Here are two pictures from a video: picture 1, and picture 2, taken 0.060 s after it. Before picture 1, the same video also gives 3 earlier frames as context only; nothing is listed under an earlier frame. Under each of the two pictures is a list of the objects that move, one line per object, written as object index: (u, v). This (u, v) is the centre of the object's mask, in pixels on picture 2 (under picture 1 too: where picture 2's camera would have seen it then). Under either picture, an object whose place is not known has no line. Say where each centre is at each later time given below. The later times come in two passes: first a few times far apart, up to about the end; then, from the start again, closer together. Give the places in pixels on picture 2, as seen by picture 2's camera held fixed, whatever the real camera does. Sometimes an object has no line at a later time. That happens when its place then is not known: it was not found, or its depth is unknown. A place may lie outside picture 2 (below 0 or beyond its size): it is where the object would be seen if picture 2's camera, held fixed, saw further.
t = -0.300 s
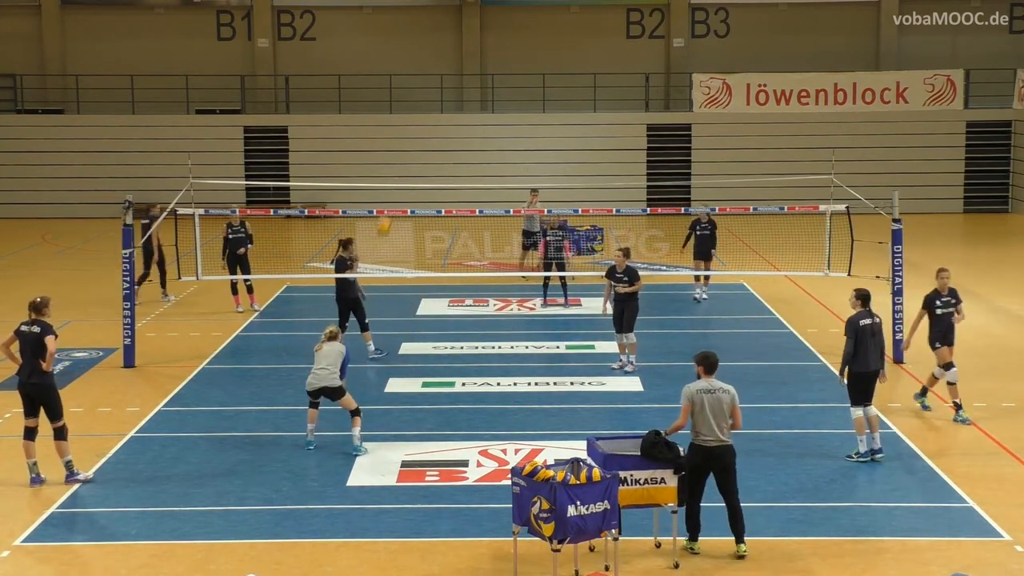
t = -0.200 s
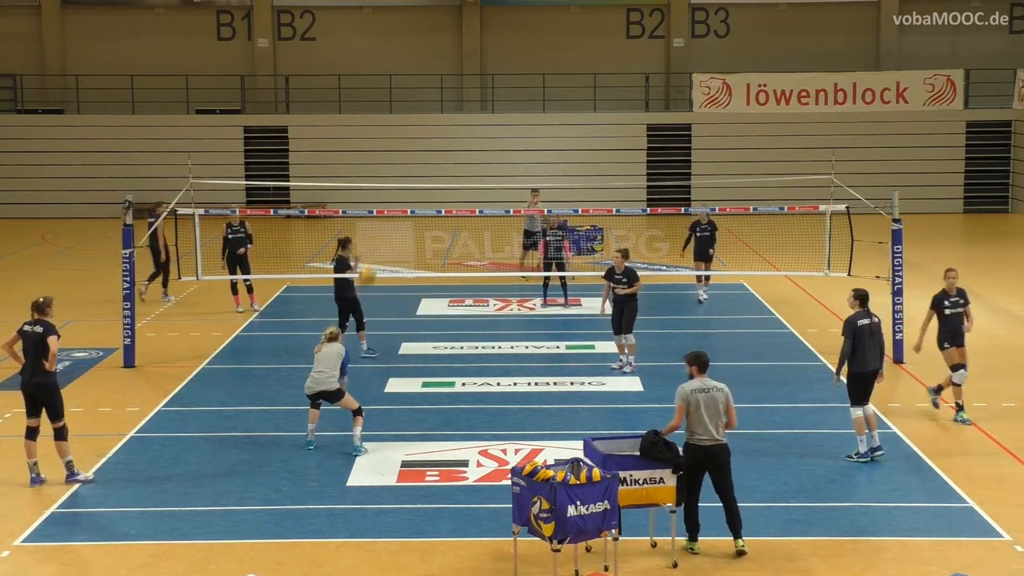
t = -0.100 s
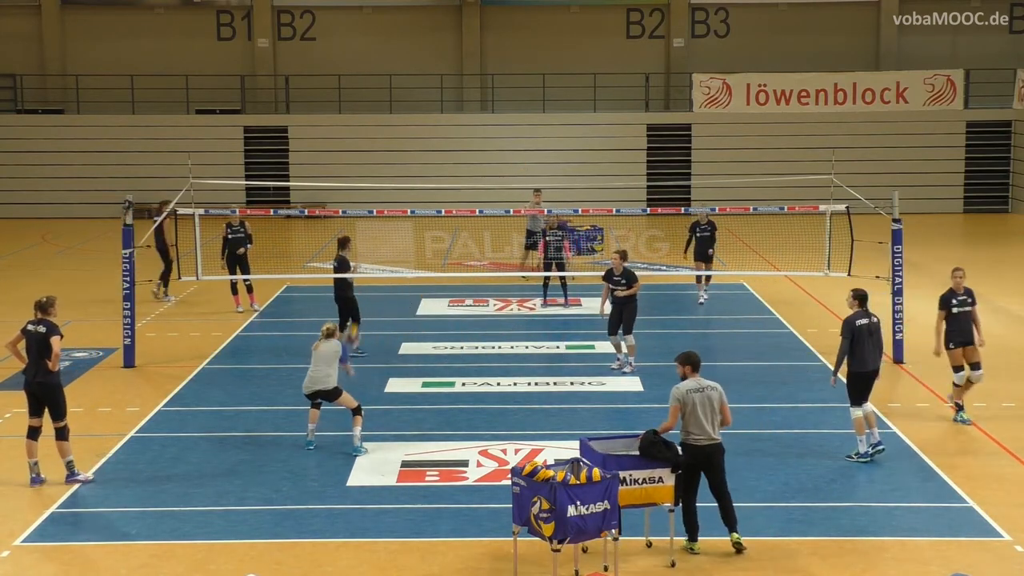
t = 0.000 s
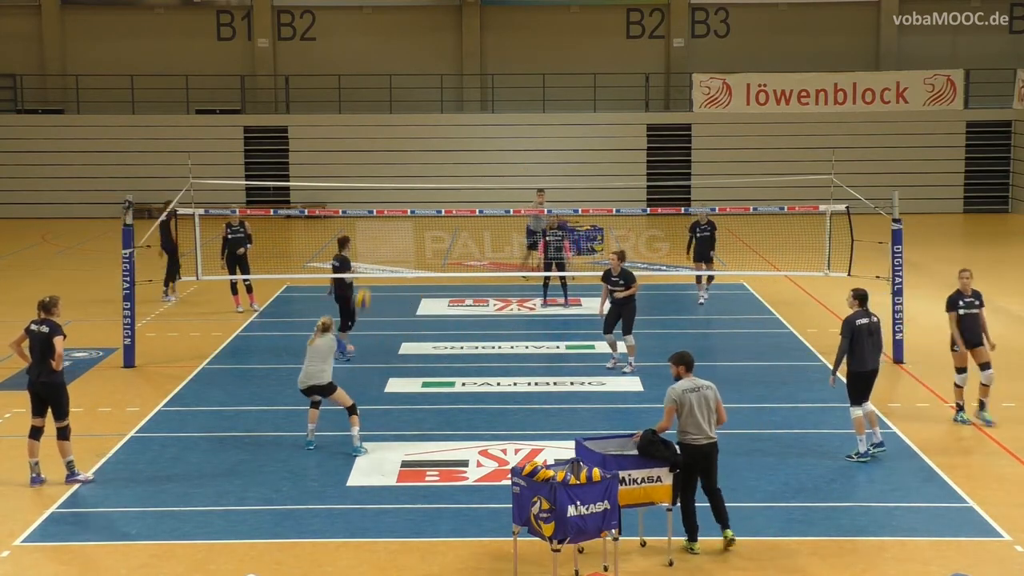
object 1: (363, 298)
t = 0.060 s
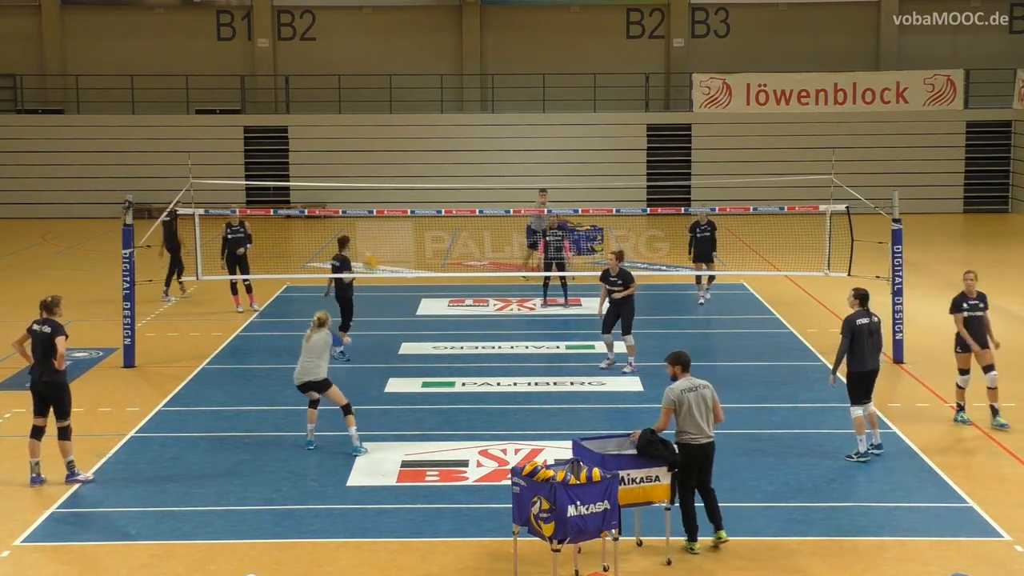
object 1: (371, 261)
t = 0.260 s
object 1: (406, 161)
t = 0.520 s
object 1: (448, 85)
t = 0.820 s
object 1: (494, 67)
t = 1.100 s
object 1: (535, 110)
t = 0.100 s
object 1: (377, 239)
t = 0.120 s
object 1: (382, 227)
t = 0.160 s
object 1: (388, 206)
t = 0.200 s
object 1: (395, 186)
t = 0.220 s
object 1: (399, 177)
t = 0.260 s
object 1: (406, 161)
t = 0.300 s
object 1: (412, 145)
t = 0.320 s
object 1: (415, 138)
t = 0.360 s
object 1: (421, 124)
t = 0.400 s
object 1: (428, 112)
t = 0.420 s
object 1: (432, 107)
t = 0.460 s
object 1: (439, 96)
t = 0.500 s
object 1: (445, 88)
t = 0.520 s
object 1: (448, 85)
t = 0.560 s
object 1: (454, 78)
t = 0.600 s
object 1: (461, 73)
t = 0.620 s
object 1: (463, 71)
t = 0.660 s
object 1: (469, 67)
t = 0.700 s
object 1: (476, 65)
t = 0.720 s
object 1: (479, 64)
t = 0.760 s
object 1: (486, 64)
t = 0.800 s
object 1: (491, 65)
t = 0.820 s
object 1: (494, 67)
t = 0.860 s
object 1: (500, 70)
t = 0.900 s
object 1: (506, 73)
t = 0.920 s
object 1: (508, 75)
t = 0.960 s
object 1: (515, 81)
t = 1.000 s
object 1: (521, 88)
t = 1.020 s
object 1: (524, 92)
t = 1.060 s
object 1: (530, 101)
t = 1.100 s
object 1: (535, 110)
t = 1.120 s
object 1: (537, 116)
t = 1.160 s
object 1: (543, 127)
